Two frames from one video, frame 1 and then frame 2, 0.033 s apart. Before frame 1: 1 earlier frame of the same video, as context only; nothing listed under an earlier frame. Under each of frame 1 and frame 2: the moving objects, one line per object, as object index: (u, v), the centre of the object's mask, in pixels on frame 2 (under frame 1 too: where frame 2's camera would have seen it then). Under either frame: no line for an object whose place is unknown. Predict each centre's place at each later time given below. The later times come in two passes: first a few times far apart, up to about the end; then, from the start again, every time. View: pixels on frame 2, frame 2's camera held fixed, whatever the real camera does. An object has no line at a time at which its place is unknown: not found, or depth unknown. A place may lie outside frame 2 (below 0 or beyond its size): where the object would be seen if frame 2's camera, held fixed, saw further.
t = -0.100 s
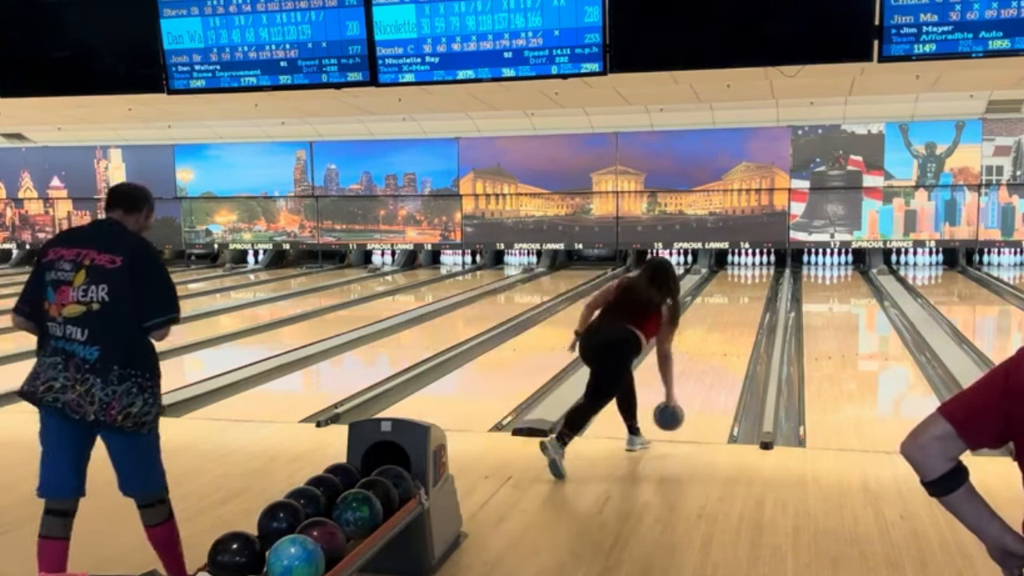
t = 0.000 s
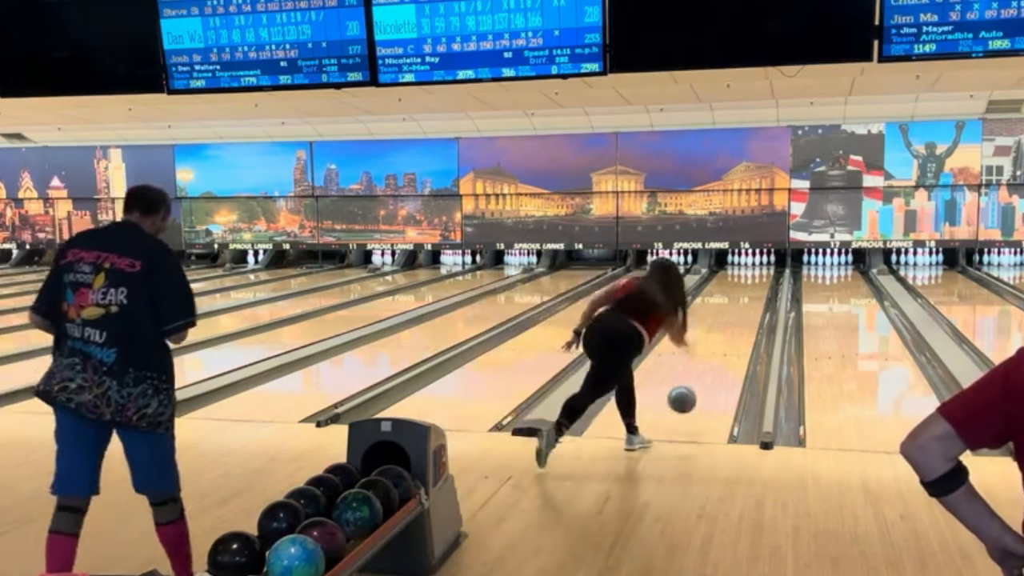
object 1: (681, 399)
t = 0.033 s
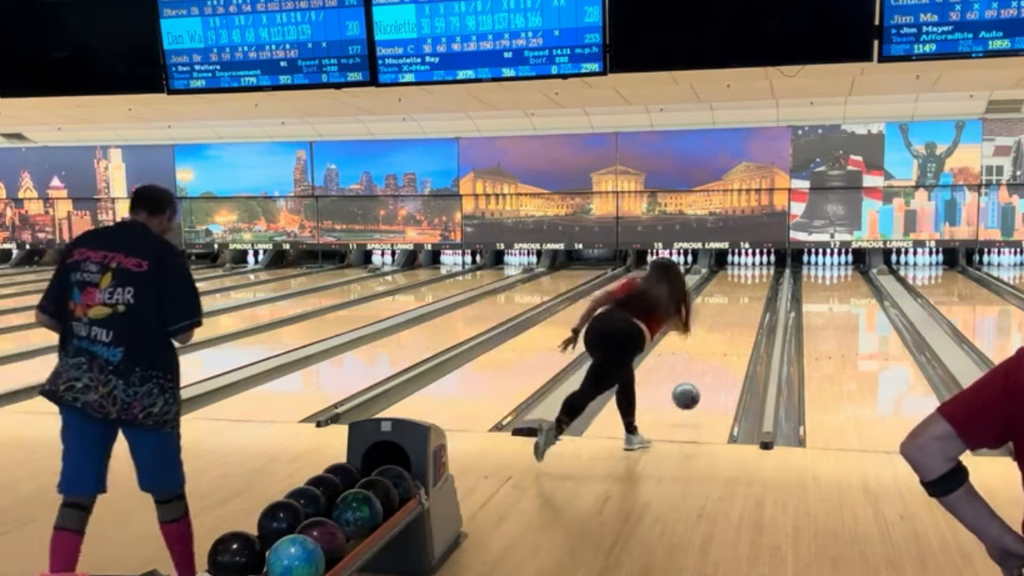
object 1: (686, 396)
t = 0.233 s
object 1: (704, 380)
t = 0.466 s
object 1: (721, 351)
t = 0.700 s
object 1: (733, 331)
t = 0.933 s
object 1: (742, 315)
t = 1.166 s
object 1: (748, 303)
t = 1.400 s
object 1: (751, 292)
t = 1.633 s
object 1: (755, 285)
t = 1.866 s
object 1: (757, 278)
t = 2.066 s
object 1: (756, 273)
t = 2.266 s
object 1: (755, 270)
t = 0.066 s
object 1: (689, 393)
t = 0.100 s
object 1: (693, 393)
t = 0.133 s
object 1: (696, 394)
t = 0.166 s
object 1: (699, 388)
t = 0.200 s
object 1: (702, 384)
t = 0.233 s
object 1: (704, 380)
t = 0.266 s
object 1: (707, 375)
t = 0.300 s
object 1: (710, 371)
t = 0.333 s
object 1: (712, 367)
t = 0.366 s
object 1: (715, 362)
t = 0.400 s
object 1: (717, 358)
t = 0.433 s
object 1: (719, 355)
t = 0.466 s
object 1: (721, 351)
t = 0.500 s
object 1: (723, 348)
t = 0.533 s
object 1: (725, 345)
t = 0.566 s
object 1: (726, 342)
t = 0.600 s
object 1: (728, 340)
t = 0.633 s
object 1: (730, 337)
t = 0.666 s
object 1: (732, 333)
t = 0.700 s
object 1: (733, 331)
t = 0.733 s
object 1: (734, 329)
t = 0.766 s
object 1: (736, 326)
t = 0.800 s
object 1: (737, 324)
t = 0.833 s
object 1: (738, 322)
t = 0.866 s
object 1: (739, 320)
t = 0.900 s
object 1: (741, 318)
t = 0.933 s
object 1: (742, 315)
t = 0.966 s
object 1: (743, 314)
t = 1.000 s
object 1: (745, 312)
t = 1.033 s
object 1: (746, 309)
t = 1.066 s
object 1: (746, 307)
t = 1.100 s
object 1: (746, 306)
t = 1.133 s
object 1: (747, 305)
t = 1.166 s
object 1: (748, 303)
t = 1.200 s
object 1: (749, 301)
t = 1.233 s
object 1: (750, 299)
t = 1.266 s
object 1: (750, 298)
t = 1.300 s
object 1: (750, 297)
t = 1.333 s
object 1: (751, 293)
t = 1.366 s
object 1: (751, 293)
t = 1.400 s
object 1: (751, 292)
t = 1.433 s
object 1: (753, 291)
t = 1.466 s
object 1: (754, 290)
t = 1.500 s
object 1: (754, 289)
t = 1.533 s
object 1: (754, 287)
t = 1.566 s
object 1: (755, 287)
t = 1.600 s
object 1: (754, 286)
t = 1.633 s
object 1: (755, 285)
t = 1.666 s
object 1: (755, 282)
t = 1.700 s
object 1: (754, 283)
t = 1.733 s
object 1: (755, 281)
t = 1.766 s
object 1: (756, 281)
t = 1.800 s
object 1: (756, 279)
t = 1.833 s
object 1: (757, 278)
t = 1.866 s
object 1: (757, 278)
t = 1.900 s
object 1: (757, 278)
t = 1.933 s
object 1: (757, 277)
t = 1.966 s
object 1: (758, 274)
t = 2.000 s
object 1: (756, 273)
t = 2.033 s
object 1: (756, 272)
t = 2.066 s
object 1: (756, 273)
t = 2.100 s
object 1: (757, 271)
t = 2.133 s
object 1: (756, 272)
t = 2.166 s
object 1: (755, 270)
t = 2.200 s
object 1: (755, 269)
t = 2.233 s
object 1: (755, 270)
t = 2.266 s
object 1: (755, 270)
